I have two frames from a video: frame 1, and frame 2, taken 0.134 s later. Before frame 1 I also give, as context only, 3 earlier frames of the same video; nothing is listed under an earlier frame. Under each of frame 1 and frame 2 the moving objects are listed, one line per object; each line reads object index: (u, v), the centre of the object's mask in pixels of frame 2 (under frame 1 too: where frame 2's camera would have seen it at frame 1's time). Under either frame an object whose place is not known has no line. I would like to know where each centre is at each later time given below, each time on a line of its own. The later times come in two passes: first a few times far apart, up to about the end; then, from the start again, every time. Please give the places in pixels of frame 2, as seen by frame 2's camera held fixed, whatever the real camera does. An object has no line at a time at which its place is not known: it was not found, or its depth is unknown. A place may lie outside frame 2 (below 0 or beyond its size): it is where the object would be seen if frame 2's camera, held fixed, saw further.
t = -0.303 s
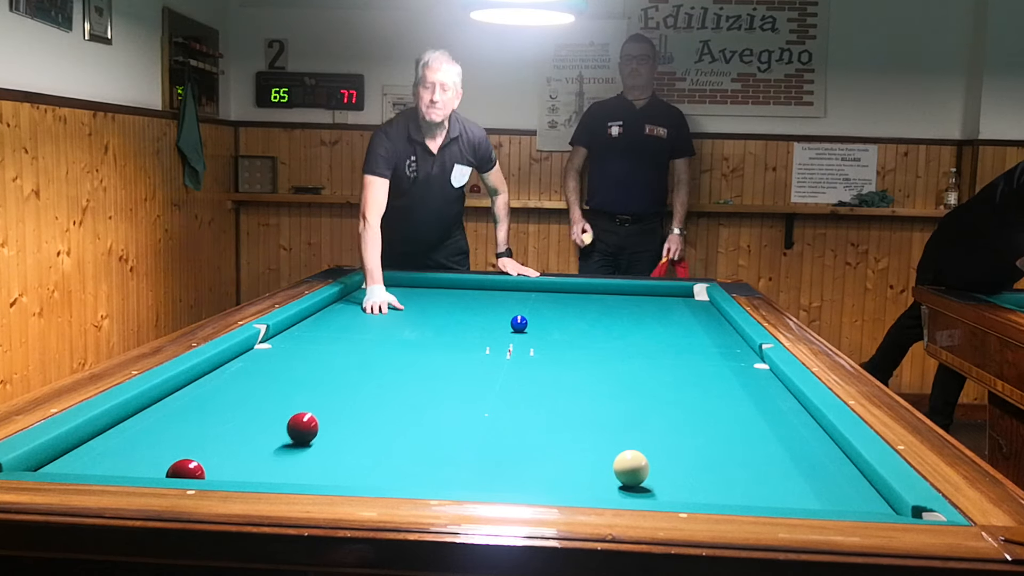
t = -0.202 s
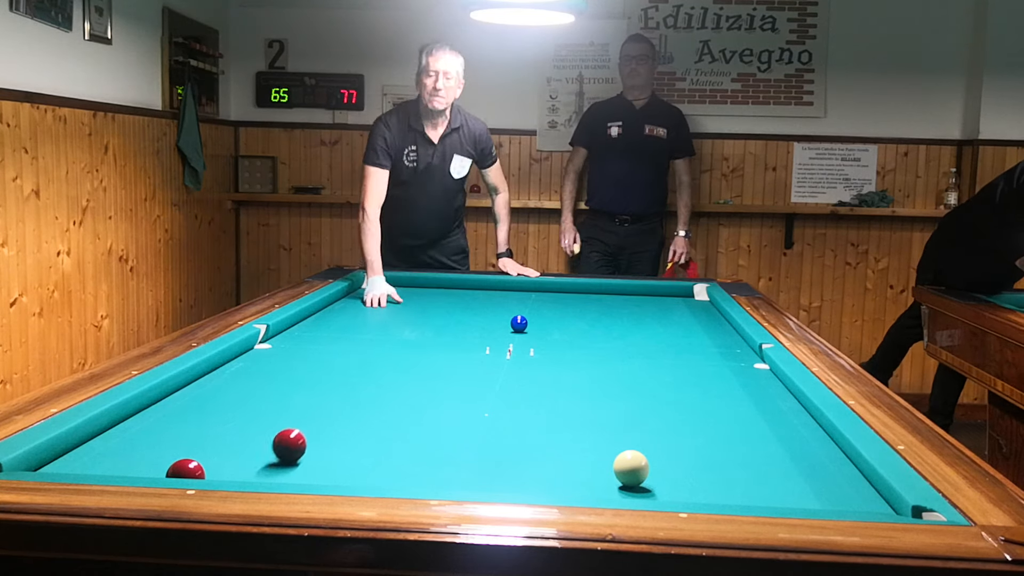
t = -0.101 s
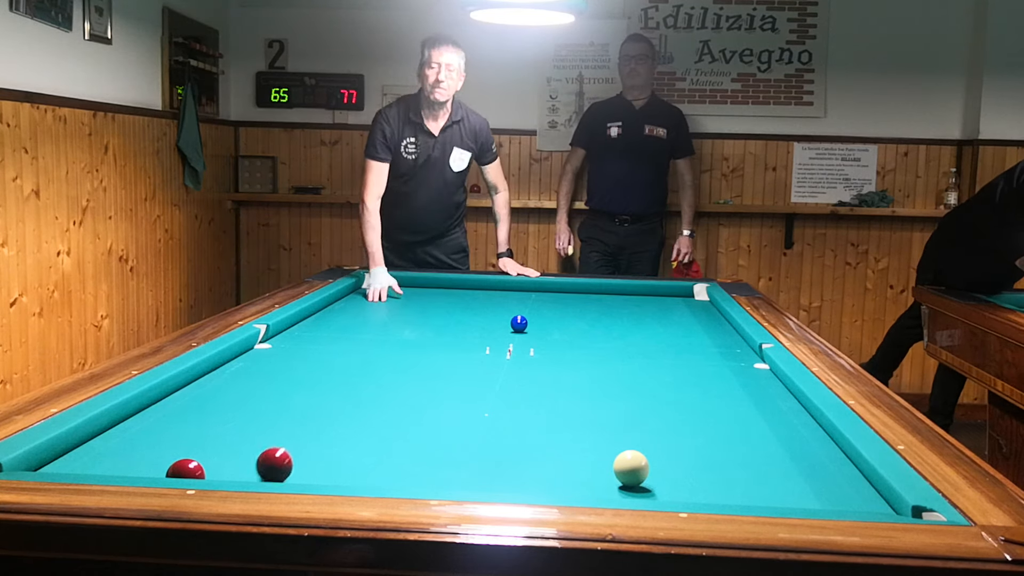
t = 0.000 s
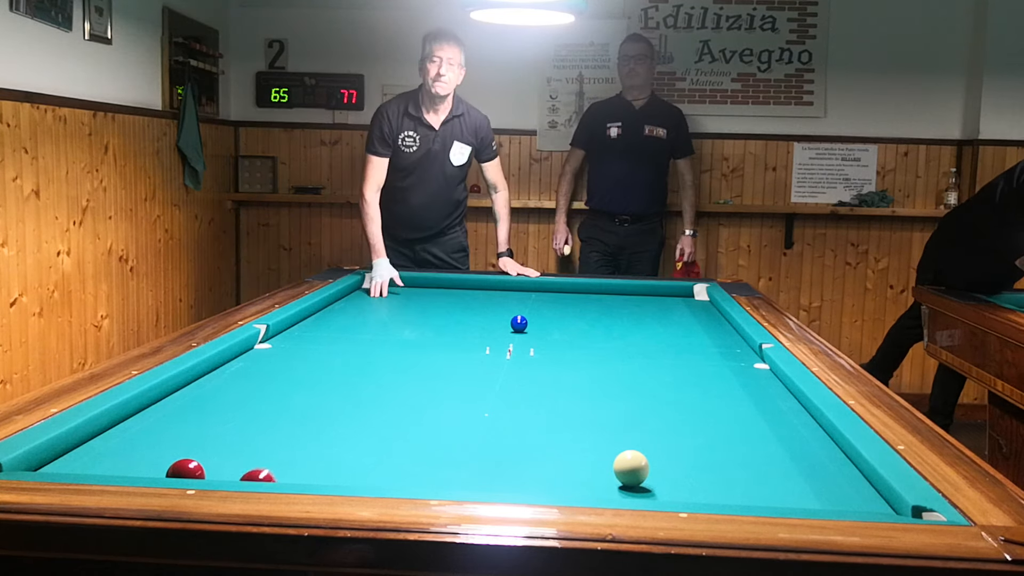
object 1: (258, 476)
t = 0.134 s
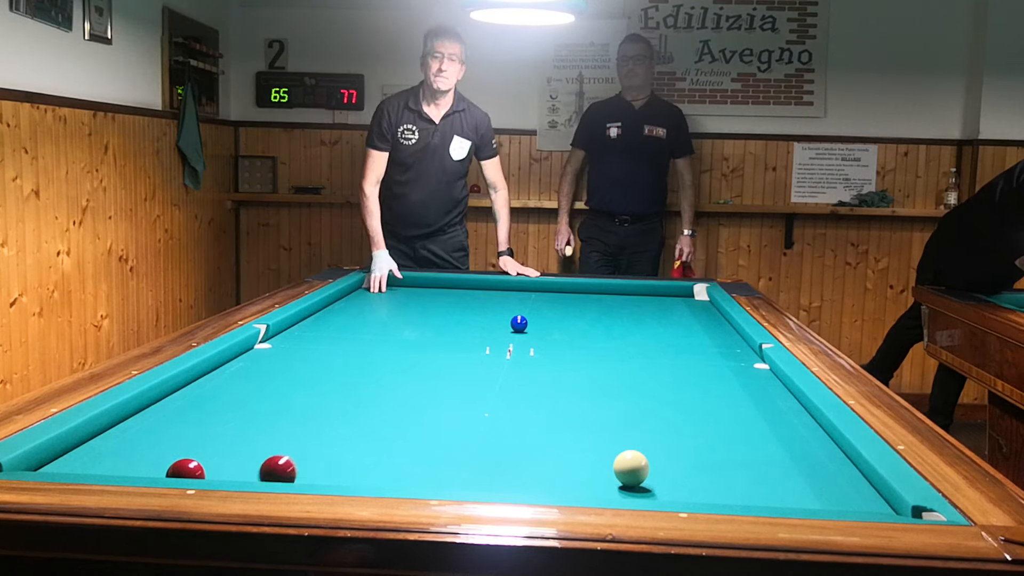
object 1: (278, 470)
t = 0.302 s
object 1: (306, 452)
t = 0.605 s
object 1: (345, 421)
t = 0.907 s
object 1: (377, 397)
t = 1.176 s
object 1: (400, 379)
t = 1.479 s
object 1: (422, 362)
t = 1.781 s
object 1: (440, 348)
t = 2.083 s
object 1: (456, 337)
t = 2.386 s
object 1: (469, 326)
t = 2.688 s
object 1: (481, 318)
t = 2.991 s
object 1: (491, 310)
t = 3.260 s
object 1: (499, 304)
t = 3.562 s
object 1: (508, 297)
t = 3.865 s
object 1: (516, 292)
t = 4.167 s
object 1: (523, 287)
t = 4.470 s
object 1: (526, 288)
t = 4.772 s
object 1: (527, 291)
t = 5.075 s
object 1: (529, 293)
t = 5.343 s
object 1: (530, 296)
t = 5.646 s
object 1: (531, 299)
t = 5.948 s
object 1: (533, 302)
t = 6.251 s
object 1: (534, 305)
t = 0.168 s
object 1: (284, 467)
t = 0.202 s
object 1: (290, 464)
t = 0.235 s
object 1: (295, 460)
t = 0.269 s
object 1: (301, 455)
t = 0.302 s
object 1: (306, 452)
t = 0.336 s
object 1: (311, 448)
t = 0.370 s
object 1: (315, 444)
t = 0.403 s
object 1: (320, 440)
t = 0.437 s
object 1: (324, 437)
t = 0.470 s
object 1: (329, 434)
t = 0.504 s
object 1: (333, 430)
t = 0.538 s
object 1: (337, 427)
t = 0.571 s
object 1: (341, 424)
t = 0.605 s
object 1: (345, 421)
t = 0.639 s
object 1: (349, 418)
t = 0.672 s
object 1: (353, 415)
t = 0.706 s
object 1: (356, 412)
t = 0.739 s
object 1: (360, 410)
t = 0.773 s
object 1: (364, 407)
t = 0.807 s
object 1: (367, 404)
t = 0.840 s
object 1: (370, 402)
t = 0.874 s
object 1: (374, 399)
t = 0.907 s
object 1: (377, 397)
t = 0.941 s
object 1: (380, 395)
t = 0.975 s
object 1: (383, 392)
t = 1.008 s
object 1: (386, 390)
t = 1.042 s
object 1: (389, 388)
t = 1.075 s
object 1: (392, 386)
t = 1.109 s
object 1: (394, 383)
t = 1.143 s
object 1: (397, 381)
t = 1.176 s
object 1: (400, 379)
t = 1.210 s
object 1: (403, 377)
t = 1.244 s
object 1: (405, 375)
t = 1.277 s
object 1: (408, 373)
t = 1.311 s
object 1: (410, 372)
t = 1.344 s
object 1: (412, 370)
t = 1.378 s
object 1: (415, 368)
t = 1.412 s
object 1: (417, 366)
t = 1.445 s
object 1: (419, 364)
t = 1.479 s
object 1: (422, 362)
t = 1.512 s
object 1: (424, 361)
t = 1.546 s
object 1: (426, 359)
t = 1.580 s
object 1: (428, 358)
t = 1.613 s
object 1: (430, 356)
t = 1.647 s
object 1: (432, 354)
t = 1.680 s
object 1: (434, 353)
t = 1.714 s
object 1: (436, 351)
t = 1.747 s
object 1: (438, 350)
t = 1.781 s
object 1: (440, 348)
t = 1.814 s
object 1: (442, 347)
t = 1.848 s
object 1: (444, 346)
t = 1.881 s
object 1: (445, 344)
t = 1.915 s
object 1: (447, 343)
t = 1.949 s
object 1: (449, 342)
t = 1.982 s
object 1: (451, 340)
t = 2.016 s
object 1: (452, 339)
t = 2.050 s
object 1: (454, 338)
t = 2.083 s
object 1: (456, 337)
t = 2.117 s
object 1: (457, 335)
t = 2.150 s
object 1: (459, 334)
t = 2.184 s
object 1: (460, 333)
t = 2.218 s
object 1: (462, 332)
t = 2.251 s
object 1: (463, 331)
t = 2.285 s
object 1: (465, 330)
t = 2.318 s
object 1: (466, 329)
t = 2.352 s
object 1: (468, 327)
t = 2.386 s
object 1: (469, 326)
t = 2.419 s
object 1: (470, 325)
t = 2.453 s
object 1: (472, 324)
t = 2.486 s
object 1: (473, 323)
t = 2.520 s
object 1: (474, 322)
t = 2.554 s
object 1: (476, 321)
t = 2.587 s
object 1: (477, 320)
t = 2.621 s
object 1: (478, 319)
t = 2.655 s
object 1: (479, 318)
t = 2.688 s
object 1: (481, 318)
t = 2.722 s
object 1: (482, 317)
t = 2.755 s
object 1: (483, 316)
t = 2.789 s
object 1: (484, 315)
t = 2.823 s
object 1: (486, 314)
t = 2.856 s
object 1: (487, 313)
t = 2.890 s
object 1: (488, 312)
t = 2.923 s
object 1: (489, 311)
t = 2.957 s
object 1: (490, 310)
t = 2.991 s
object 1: (491, 310)
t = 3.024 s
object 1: (492, 309)
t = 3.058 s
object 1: (493, 308)
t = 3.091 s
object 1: (494, 307)
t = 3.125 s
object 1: (495, 307)
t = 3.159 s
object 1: (496, 306)
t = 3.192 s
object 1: (497, 305)
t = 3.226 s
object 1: (498, 304)
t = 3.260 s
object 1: (499, 304)
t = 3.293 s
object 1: (500, 303)
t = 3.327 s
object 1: (501, 302)
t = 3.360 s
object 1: (502, 302)
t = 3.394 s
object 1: (503, 301)
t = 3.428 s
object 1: (504, 300)
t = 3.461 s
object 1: (505, 299)
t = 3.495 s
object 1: (506, 299)
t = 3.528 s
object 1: (507, 298)
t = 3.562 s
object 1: (508, 297)
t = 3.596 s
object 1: (509, 297)
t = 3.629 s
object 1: (510, 296)
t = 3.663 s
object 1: (511, 296)
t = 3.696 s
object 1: (511, 295)
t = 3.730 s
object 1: (512, 294)
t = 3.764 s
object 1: (513, 294)
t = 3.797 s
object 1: (514, 293)
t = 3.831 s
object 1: (515, 293)
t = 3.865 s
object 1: (516, 292)
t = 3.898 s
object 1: (516, 292)
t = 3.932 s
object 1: (517, 291)
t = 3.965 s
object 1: (518, 290)
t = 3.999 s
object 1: (519, 290)
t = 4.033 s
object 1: (519, 289)
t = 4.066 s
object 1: (520, 289)
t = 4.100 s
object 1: (521, 288)
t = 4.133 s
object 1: (522, 288)
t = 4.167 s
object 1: (523, 287)
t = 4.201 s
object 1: (523, 287)
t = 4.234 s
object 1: (524, 286)
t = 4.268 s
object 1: (525, 286)
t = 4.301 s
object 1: (525, 286)
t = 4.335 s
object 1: (525, 286)
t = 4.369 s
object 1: (525, 287)
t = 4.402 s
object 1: (525, 287)
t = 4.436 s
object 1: (526, 287)
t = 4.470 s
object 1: (526, 288)
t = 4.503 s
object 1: (526, 288)
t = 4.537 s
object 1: (526, 288)
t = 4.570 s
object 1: (526, 289)
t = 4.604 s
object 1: (526, 289)
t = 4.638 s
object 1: (526, 289)
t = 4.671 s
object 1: (527, 290)
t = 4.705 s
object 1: (527, 290)
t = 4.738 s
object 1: (527, 290)
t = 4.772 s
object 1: (527, 291)
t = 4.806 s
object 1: (527, 291)
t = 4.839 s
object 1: (527, 291)
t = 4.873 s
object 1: (528, 291)
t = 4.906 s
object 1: (528, 292)
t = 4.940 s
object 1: (528, 292)
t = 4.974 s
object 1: (528, 292)
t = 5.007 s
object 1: (528, 293)
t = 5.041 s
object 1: (529, 293)
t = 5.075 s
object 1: (529, 293)
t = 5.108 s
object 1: (529, 294)
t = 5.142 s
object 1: (529, 294)
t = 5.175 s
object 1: (529, 294)
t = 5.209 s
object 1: (529, 295)
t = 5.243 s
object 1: (529, 295)
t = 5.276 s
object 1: (530, 295)
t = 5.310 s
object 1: (530, 296)
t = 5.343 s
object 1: (530, 296)
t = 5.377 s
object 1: (530, 296)
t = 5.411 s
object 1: (530, 297)
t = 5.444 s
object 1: (530, 297)
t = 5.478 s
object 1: (530, 297)
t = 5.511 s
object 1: (531, 298)
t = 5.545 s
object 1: (531, 298)
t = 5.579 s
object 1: (531, 298)
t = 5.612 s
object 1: (531, 299)
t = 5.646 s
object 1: (531, 299)
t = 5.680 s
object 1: (531, 299)
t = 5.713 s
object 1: (532, 300)
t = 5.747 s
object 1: (532, 300)
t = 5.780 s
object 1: (532, 301)
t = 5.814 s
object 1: (532, 301)
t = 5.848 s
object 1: (532, 301)
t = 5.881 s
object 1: (532, 301)
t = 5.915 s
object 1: (532, 302)
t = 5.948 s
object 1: (533, 302)
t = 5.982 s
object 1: (533, 302)
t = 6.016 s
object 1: (533, 303)
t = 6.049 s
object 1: (533, 303)
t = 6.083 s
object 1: (533, 303)
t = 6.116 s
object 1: (533, 304)
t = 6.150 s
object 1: (534, 304)
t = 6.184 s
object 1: (534, 304)
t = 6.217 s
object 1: (534, 304)
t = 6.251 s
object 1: (534, 305)
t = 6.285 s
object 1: (534, 305)
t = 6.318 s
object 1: (534, 305)
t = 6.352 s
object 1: (534, 306)
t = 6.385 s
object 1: (535, 306)
